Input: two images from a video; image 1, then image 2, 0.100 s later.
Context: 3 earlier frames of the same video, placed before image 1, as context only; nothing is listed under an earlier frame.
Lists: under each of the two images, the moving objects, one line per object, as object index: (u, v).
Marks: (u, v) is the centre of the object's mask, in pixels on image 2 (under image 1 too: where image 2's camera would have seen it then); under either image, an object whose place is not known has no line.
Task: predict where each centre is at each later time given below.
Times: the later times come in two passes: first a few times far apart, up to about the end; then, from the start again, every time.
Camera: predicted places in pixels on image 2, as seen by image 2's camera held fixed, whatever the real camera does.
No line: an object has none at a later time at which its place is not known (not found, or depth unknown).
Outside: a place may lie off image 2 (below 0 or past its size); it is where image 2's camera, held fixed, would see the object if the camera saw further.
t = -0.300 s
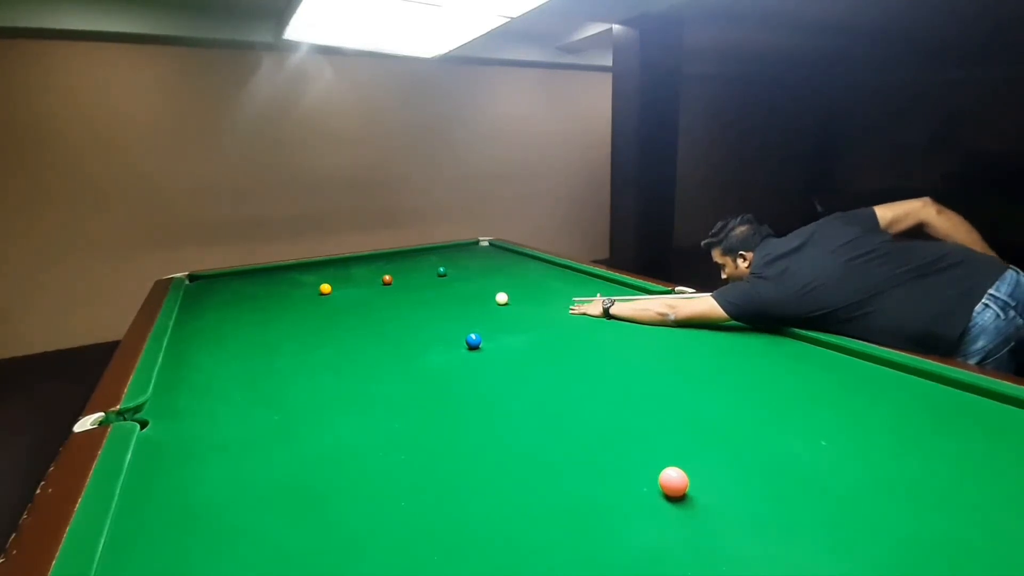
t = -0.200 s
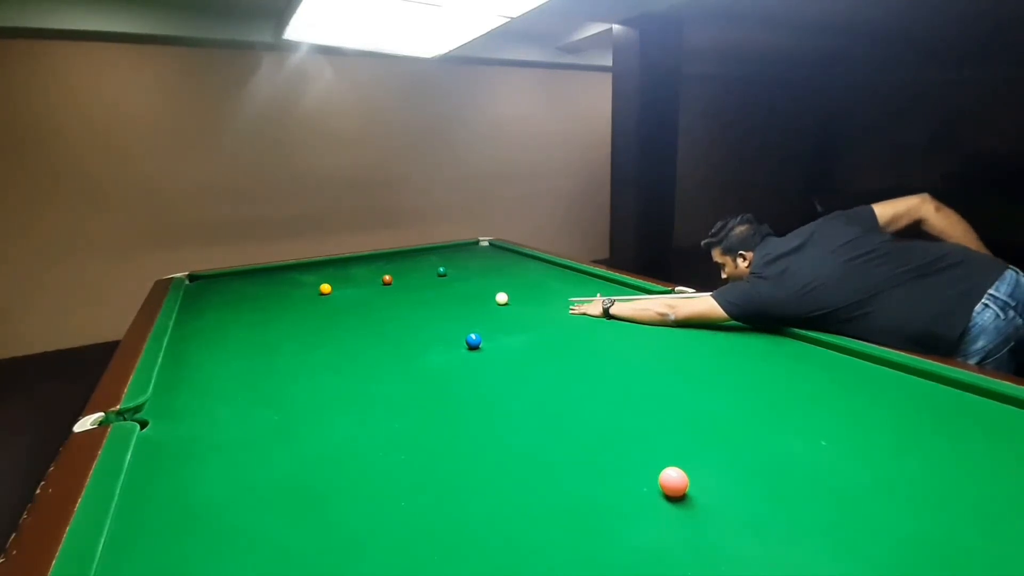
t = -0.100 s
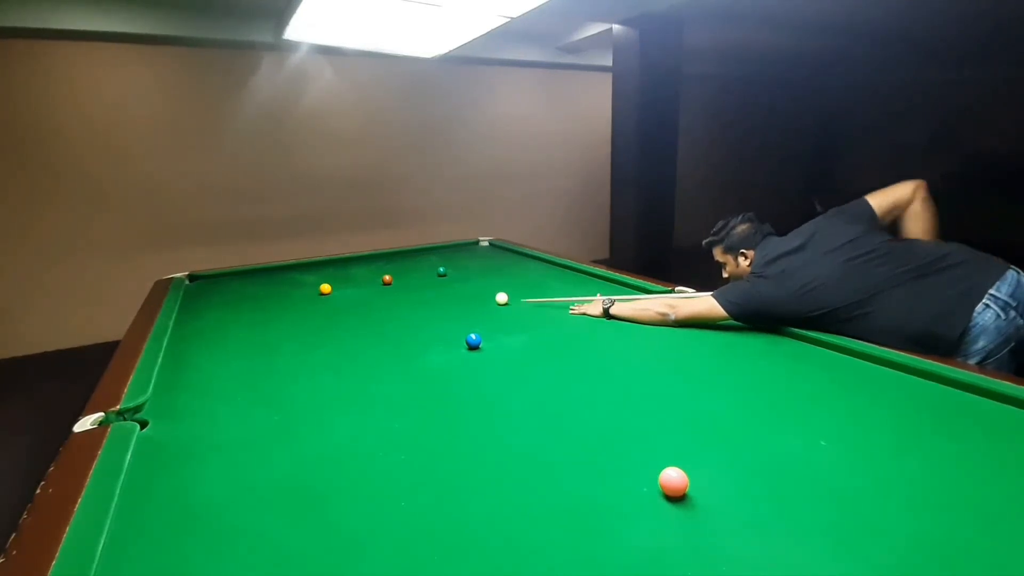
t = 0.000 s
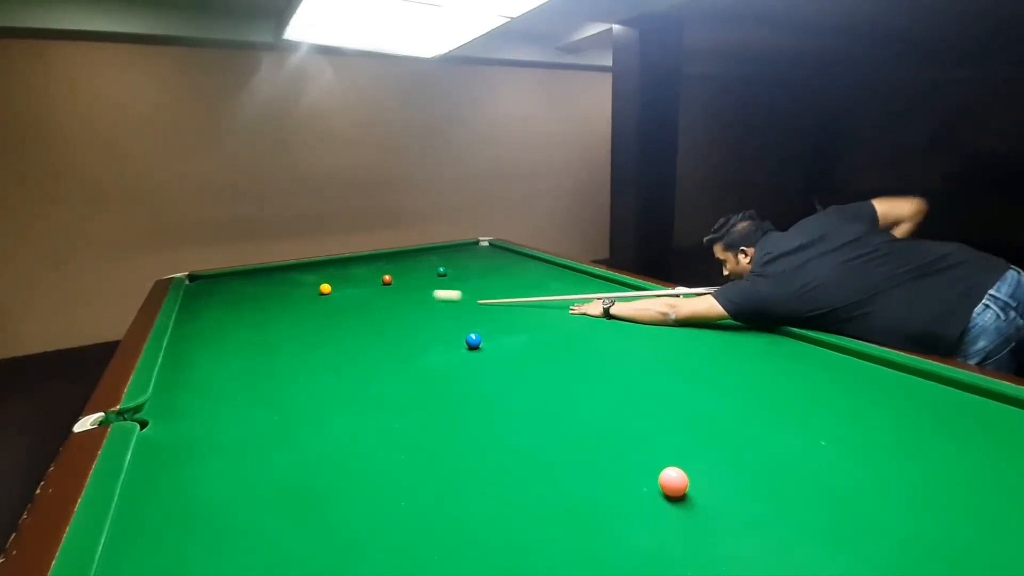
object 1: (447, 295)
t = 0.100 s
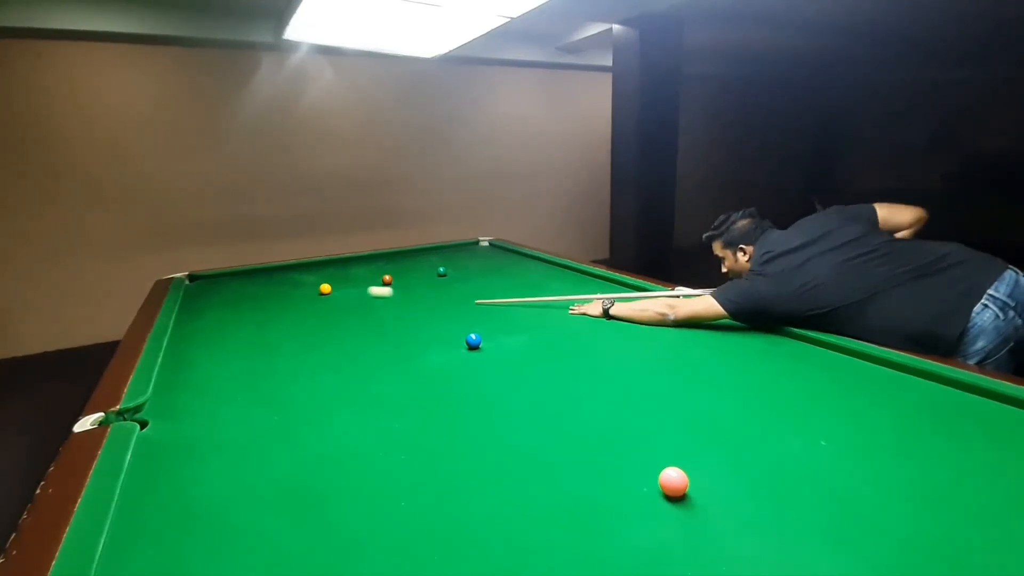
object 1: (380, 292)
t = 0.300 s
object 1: (333, 291)
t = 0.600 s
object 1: (343, 294)
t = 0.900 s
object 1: (352, 296)
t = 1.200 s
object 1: (361, 299)
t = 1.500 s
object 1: (368, 301)
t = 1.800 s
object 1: (374, 303)
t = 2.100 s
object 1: (379, 305)
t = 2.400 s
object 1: (382, 306)
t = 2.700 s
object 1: (385, 307)
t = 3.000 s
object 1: (386, 308)
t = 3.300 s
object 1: (386, 308)
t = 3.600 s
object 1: (386, 308)
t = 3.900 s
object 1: (386, 308)
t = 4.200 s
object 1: (386, 308)
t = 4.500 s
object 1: (386, 308)
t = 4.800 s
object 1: (386, 308)
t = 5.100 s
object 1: (386, 308)
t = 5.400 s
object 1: (386, 308)
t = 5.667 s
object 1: (386, 308)
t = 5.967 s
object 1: (386, 308)
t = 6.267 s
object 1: (386, 308)
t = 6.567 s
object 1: (386, 308)
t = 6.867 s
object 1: (386, 307)
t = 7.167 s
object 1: (386, 308)
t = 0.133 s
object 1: (361, 291)
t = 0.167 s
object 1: (342, 290)
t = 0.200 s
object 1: (333, 290)
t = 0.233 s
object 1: (333, 290)
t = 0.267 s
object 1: (333, 290)
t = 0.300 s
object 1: (333, 291)
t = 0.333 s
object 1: (334, 291)
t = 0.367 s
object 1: (335, 291)
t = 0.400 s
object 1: (337, 292)
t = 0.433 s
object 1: (338, 292)
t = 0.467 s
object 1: (339, 292)
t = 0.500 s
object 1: (340, 293)
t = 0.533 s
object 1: (341, 293)
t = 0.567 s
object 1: (342, 293)
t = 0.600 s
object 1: (343, 294)
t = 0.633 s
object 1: (344, 294)
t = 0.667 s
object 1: (345, 294)
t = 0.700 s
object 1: (346, 295)
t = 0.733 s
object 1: (347, 295)
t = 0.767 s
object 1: (348, 295)
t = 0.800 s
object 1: (349, 296)
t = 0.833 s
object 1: (350, 296)
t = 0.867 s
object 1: (351, 296)
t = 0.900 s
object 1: (352, 296)
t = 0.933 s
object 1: (353, 297)
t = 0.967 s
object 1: (354, 297)
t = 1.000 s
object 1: (355, 297)
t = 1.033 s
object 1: (356, 297)
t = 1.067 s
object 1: (357, 298)
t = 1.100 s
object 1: (358, 298)
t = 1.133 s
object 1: (359, 298)
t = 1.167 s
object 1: (360, 299)
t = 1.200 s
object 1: (361, 299)
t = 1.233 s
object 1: (361, 299)
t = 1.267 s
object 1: (362, 299)
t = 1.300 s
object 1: (363, 299)
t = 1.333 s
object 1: (364, 300)
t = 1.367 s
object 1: (365, 300)
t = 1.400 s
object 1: (366, 300)
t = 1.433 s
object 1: (366, 300)
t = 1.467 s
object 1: (367, 300)
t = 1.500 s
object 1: (368, 301)
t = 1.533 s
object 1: (369, 301)
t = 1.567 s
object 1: (369, 301)
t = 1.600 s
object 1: (370, 301)
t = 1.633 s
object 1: (371, 302)
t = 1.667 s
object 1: (372, 302)
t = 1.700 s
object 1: (372, 302)
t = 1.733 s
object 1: (373, 302)
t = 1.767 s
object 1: (373, 302)
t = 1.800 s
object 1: (374, 303)
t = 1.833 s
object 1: (375, 303)
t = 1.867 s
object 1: (375, 303)
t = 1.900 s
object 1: (376, 303)
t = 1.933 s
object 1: (376, 304)
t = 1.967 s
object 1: (377, 304)
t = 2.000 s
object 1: (377, 304)
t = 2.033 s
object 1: (378, 304)
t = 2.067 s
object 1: (378, 304)
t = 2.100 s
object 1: (379, 305)
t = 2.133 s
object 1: (379, 305)
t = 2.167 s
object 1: (380, 305)
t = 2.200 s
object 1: (380, 305)
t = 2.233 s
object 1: (380, 305)
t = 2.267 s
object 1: (381, 305)
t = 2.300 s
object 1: (381, 306)
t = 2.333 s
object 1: (381, 306)
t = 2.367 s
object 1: (382, 306)
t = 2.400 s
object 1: (382, 306)
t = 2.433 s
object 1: (383, 306)
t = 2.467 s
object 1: (383, 306)
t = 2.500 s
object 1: (383, 306)
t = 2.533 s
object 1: (383, 307)
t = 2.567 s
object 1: (384, 307)
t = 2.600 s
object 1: (384, 307)
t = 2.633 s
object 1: (384, 307)
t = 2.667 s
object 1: (384, 307)
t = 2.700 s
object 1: (385, 307)
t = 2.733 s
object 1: (385, 307)
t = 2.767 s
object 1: (385, 307)
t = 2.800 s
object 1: (385, 307)
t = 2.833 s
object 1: (385, 307)
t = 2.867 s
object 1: (385, 307)
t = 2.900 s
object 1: (385, 307)
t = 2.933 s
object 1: (386, 307)
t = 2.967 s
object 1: (386, 307)
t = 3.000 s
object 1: (386, 308)
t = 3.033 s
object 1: (386, 308)
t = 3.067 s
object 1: (386, 308)
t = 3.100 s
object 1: (386, 308)
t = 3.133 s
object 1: (386, 308)
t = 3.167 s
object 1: (386, 308)
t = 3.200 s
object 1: (386, 308)
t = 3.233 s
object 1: (386, 308)
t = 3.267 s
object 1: (386, 308)
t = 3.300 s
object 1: (386, 308)
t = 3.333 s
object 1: (386, 308)
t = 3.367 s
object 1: (386, 308)
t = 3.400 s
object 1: (386, 308)
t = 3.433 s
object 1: (386, 308)
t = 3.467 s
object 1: (386, 308)
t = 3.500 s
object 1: (386, 308)
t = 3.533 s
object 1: (386, 308)
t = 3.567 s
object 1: (386, 308)
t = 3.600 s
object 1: (386, 308)
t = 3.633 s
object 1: (386, 308)
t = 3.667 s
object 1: (386, 308)
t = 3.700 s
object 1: (386, 308)
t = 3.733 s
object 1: (386, 308)
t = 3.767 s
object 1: (386, 308)
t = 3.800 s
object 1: (386, 308)
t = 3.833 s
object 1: (386, 308)
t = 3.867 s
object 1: (386, 308)
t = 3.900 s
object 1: (386, 308)
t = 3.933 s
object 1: (386, 308)
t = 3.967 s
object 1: (386, 308)
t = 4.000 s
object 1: (386, 308)
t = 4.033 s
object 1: (386, 308)
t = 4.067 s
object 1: (386, 308)
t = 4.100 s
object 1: (386, 308)
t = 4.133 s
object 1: (386, 308)
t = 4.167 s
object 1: (386, 308)
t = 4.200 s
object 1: (386, 308)
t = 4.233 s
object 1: (386, 308)
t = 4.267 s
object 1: (386, 308)
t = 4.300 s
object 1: (386, 308)
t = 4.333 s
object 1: (386, 308)
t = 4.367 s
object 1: (386, 308)
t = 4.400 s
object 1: (386, 308)
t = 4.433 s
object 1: (386, 308)
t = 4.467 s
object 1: (386, 308)
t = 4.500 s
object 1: (386, 308)
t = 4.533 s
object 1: (386, 308)
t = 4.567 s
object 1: (386, 308)
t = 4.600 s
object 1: (386, 308)
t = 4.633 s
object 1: (386, 308)
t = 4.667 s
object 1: (386, 308)
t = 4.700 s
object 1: (386, 308)
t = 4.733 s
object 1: (386, 308)
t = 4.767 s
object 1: (386, 308)
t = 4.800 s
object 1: (386, 308)
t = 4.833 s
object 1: (386, 308)
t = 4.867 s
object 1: (386, 308)
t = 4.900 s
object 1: (386, 308)
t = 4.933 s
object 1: (386, 308)
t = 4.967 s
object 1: (386, 308)
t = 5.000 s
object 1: (386, 308)
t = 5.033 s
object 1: (386, 308)
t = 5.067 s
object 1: (386, 308)
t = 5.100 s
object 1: (386, 308)
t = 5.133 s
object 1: (386, 308)
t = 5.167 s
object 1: (386, 308)
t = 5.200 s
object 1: (386, 308)
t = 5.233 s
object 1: (386, 308)
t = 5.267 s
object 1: (386, 308)
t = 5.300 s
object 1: (386, 308)
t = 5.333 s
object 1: (386, 308)
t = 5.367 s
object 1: (386, 308)
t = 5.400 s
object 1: (386, 308)
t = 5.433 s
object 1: (386, 308)
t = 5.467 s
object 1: (386, 308)
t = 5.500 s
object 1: (386, 308)
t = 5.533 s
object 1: (386, 308)
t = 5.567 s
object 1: (386, 308)
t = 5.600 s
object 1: (386, 308)
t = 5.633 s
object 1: (386, 308)
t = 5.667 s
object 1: (386, 308)
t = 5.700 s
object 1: (386, 308)
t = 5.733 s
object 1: (386, 308)
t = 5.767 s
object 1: (386, 308)
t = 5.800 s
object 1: (386, 308)
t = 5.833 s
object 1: (386, 308)
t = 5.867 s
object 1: (386, 308)
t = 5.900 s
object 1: (386, 308)
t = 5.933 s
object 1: (386, 308)
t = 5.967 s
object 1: (386, 308)
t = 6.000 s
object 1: (386, 308)
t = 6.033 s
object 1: (386, 308)
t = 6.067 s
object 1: (386, 308)
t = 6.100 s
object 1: (386, 308)
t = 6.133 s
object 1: (386, 308)
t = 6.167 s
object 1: (386, 308)
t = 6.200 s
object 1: (386, 308)
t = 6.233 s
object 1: (386, 308)
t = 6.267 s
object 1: (386, 308)
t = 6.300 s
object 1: (386, 308)
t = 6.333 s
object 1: (386, 308)
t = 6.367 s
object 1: (386, 308)
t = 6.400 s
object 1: (386, 308)
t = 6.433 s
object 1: (386, 308)
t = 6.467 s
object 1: (386, 308)
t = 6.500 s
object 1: (386, 308)
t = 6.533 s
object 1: (386, 308)
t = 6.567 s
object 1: (386, 308)
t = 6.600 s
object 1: (386, 308)
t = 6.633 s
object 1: (386, 308)
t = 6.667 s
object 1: (386, 308)
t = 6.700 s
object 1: (386, 308)
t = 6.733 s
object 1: (386, 308)
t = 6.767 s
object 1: (386, 308)
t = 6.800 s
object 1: (386, 308)
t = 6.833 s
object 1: (386, 308)
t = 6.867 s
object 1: (386, 307)
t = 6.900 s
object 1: (386, 307)
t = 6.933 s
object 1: (386, 307)
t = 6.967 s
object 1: (386, 308)
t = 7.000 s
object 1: (386, 308)
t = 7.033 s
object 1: (386, 308)
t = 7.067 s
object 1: (386, 308)
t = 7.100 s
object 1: (386, 308)
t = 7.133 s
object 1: (386, 308)
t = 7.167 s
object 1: (386, 308)
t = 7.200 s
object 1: (386, 308)
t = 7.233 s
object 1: (386, 308)
